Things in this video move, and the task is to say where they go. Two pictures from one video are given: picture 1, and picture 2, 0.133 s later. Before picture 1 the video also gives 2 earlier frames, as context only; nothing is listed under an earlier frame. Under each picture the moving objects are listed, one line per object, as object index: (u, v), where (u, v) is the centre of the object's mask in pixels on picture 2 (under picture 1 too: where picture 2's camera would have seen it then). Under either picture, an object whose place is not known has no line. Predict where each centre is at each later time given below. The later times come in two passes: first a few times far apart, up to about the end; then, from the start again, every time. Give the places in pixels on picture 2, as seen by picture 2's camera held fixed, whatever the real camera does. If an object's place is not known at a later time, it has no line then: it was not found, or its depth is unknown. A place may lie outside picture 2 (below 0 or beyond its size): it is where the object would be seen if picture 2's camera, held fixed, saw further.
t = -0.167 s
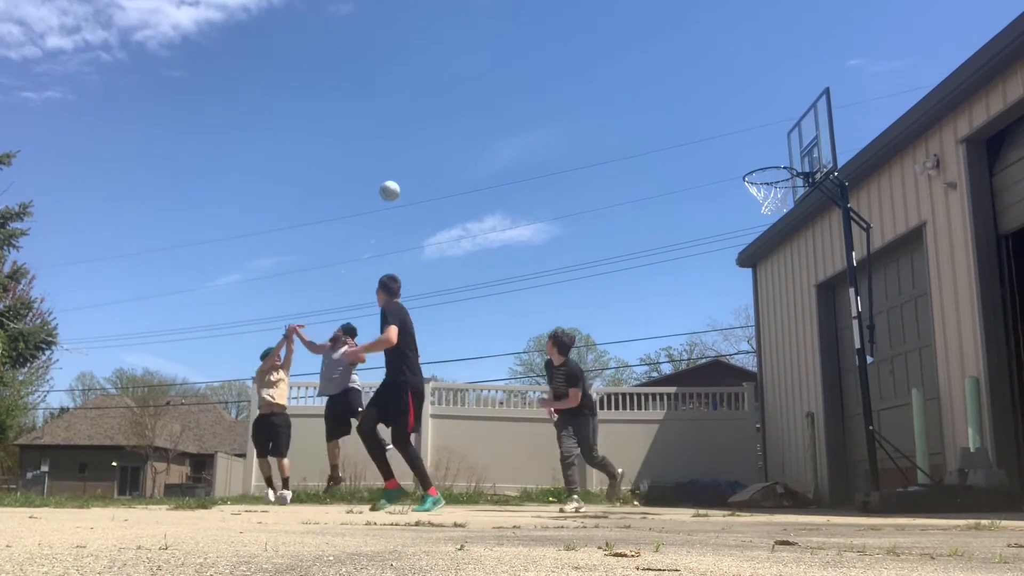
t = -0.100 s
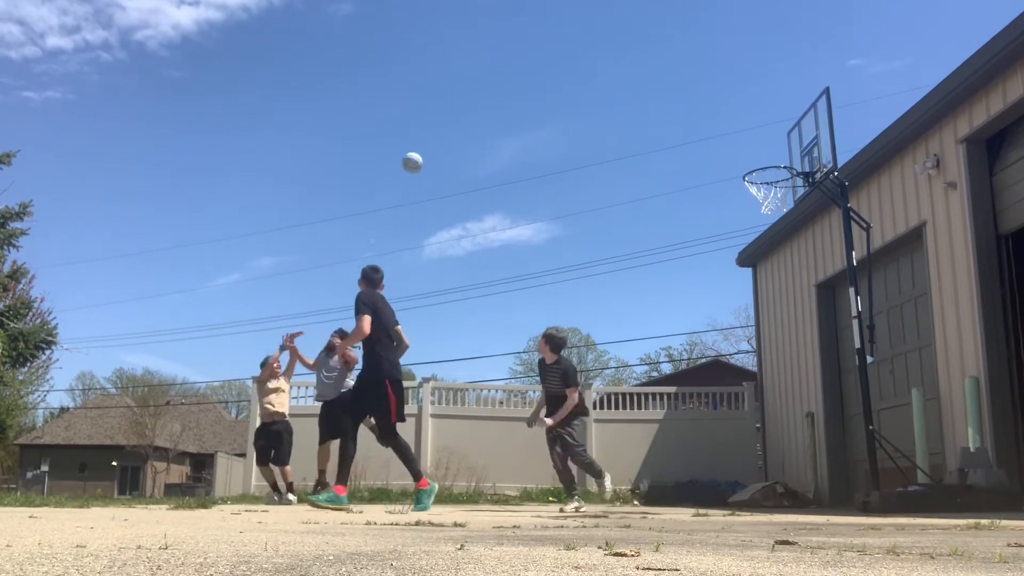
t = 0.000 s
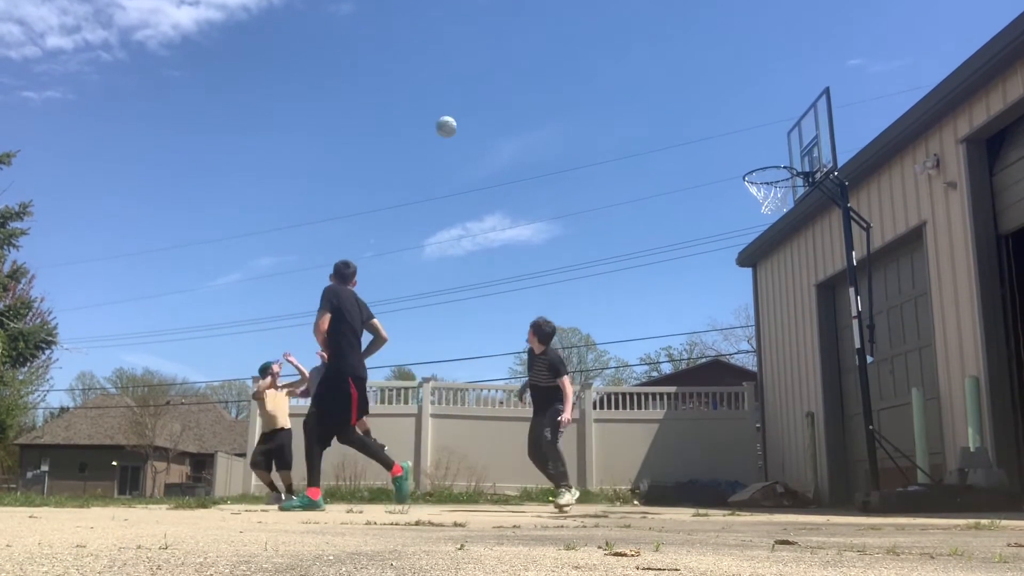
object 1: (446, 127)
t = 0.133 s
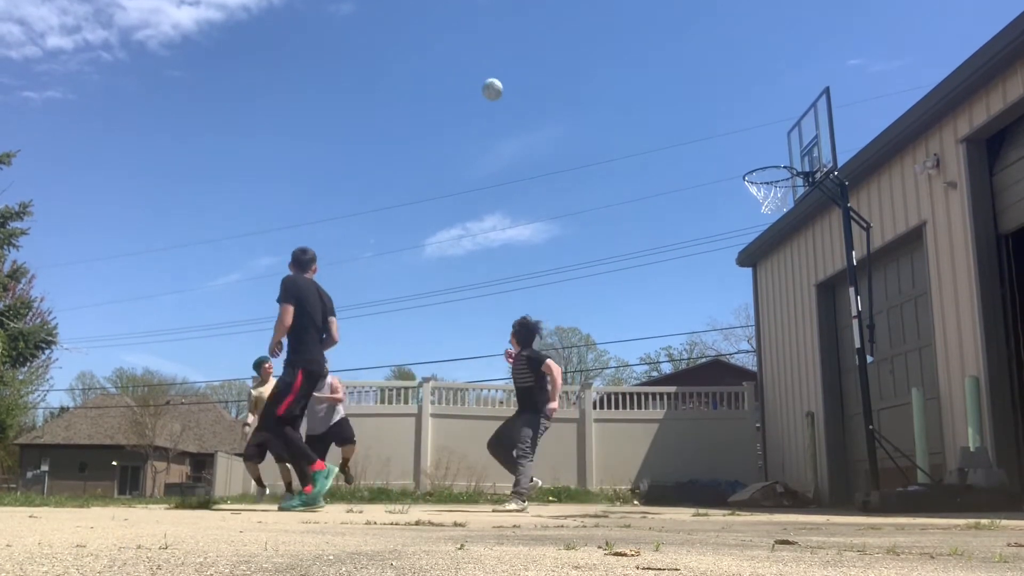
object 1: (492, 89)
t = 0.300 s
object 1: (552, 62)
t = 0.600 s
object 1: (668, 68)
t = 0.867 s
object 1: (788, 144)
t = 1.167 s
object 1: (753, 206)
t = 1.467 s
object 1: (736, 286)
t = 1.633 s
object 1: (728, 370)
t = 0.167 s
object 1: (504, 82)
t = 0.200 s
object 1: (516, 75)
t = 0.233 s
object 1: (527, 71)
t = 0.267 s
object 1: (540, 65)
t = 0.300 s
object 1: (552, 62)
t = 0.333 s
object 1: (564, 58)
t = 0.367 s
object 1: (577, 56)
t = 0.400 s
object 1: (589, 55)
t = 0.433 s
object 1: (602, 55)
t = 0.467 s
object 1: (615, 55)
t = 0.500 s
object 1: (627, 57)
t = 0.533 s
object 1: (641, 59)
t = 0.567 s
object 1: (654, 63)
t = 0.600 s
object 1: (668, 68)
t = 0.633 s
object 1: (682, 73)
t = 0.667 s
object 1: (696, 80)
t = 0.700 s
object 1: (710, 87)
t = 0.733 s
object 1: (725, 96)
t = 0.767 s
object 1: (740, 106)
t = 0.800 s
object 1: (756, 118)
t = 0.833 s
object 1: (772, 130)
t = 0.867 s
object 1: (788, 144)
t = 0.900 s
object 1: (789, 154)
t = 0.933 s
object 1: (783, 167)
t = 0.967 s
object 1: (777, 179)
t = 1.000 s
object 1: (770, 192)
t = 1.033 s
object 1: (763, 198)
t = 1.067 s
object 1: (760, 199)
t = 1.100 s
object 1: (758, 200)
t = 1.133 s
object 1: (755, 201)
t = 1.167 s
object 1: (753, 206)
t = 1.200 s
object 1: (751, 210)
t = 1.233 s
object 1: (749, 216)
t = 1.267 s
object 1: (747, 222)
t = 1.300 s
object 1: (745, 230)
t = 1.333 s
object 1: (743, 239)
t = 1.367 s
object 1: (741, 249)
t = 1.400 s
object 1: (739, 260)
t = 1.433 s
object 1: (737, 272)
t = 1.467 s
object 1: (736, 286)
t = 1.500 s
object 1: (734, 300)
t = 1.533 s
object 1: (732, 316)
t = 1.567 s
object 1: (731, 333)
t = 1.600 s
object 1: (729, 351)
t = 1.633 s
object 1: (728, 370)
